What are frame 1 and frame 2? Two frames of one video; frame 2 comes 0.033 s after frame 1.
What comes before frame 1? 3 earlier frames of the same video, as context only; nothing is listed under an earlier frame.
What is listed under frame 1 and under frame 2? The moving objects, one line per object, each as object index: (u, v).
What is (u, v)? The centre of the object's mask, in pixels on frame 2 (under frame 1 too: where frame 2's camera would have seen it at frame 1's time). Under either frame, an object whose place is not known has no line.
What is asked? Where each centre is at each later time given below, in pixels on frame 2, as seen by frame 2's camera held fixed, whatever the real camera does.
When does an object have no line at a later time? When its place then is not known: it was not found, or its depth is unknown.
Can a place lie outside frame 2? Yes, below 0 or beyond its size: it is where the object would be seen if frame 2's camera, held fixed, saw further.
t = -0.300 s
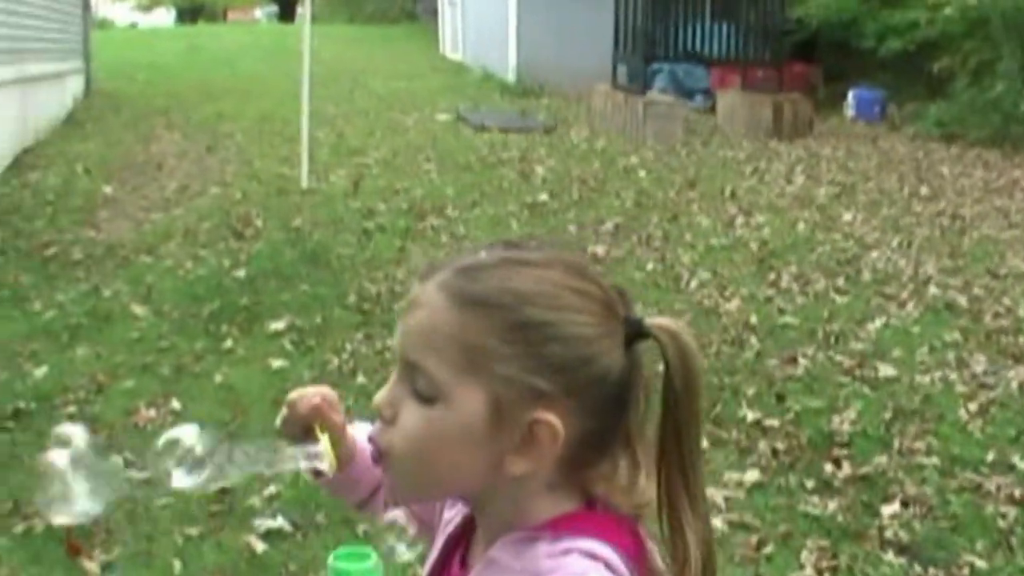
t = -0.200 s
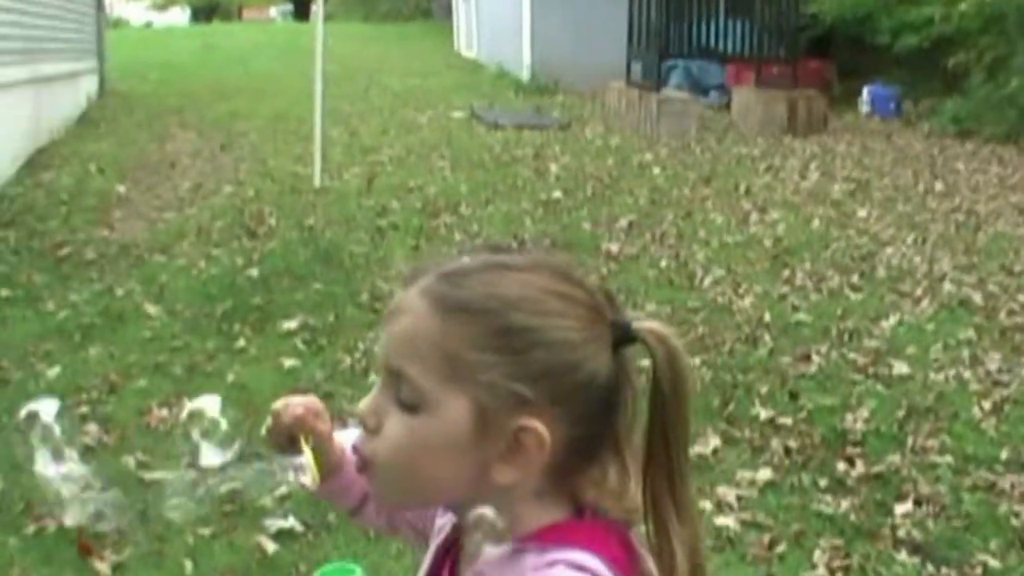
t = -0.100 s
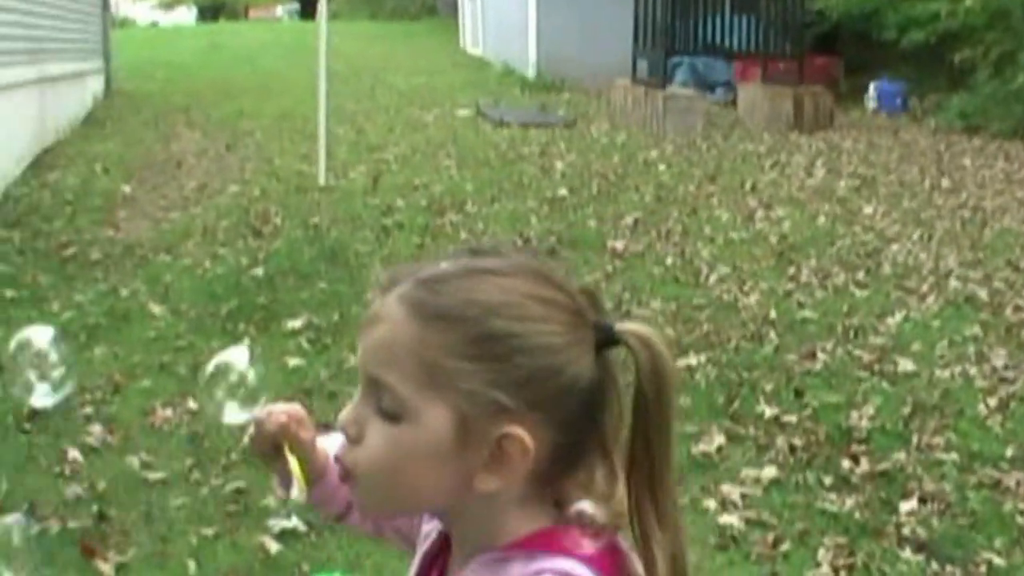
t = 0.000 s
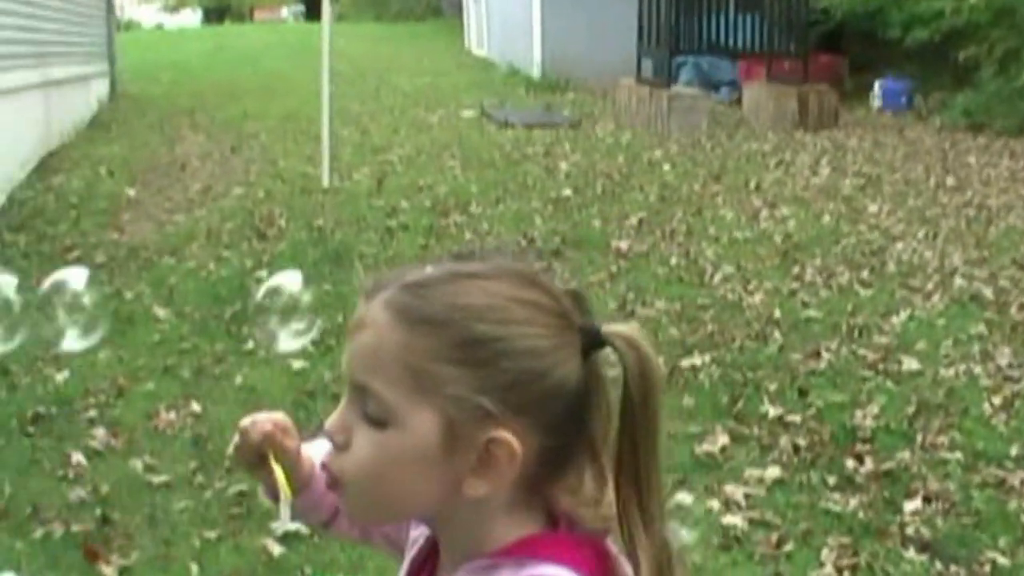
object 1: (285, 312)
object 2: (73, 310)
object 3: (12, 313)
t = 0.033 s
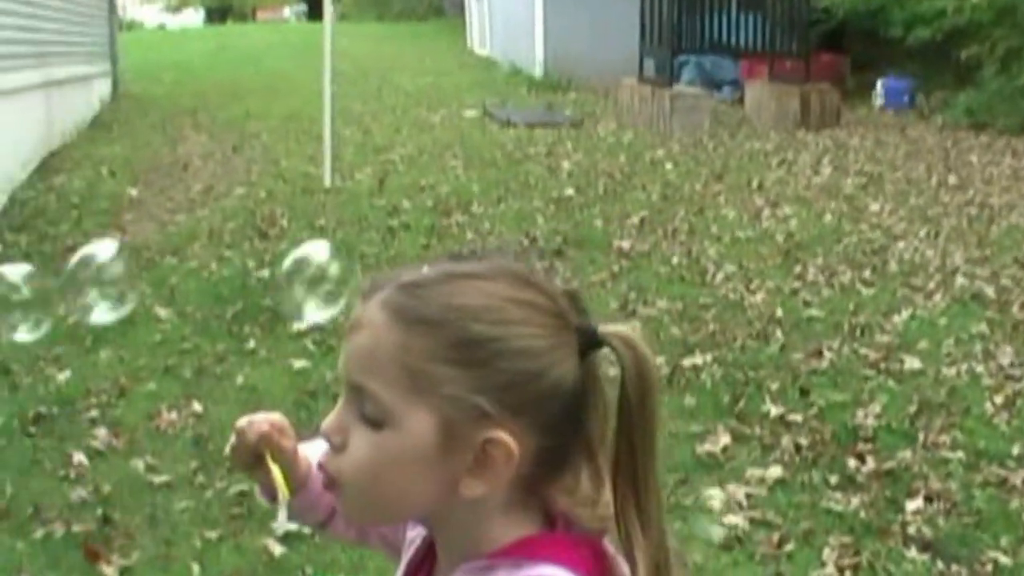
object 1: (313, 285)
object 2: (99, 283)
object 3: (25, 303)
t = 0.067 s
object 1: (343, 252)
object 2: (134, 257)
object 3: (37, 293)
